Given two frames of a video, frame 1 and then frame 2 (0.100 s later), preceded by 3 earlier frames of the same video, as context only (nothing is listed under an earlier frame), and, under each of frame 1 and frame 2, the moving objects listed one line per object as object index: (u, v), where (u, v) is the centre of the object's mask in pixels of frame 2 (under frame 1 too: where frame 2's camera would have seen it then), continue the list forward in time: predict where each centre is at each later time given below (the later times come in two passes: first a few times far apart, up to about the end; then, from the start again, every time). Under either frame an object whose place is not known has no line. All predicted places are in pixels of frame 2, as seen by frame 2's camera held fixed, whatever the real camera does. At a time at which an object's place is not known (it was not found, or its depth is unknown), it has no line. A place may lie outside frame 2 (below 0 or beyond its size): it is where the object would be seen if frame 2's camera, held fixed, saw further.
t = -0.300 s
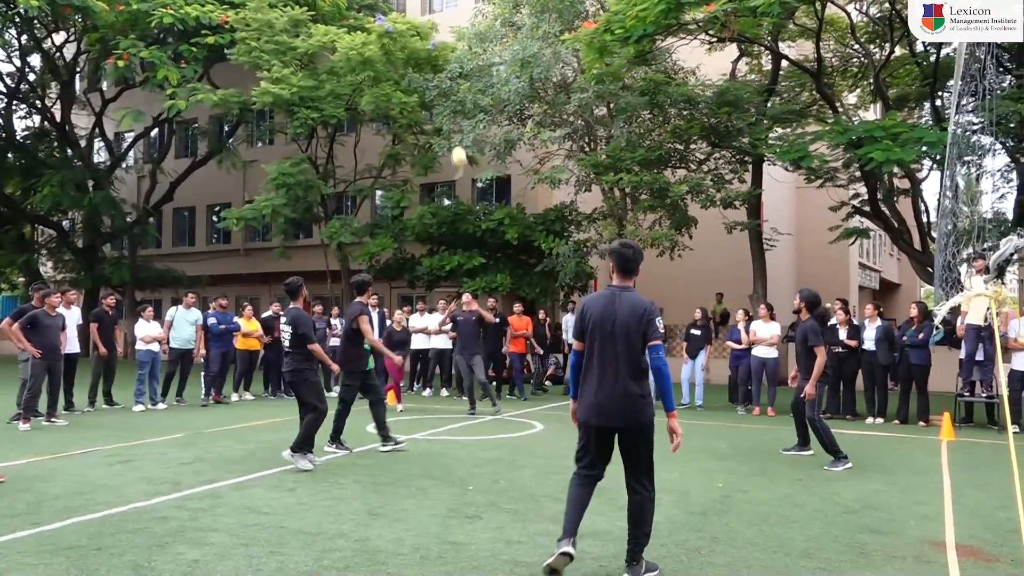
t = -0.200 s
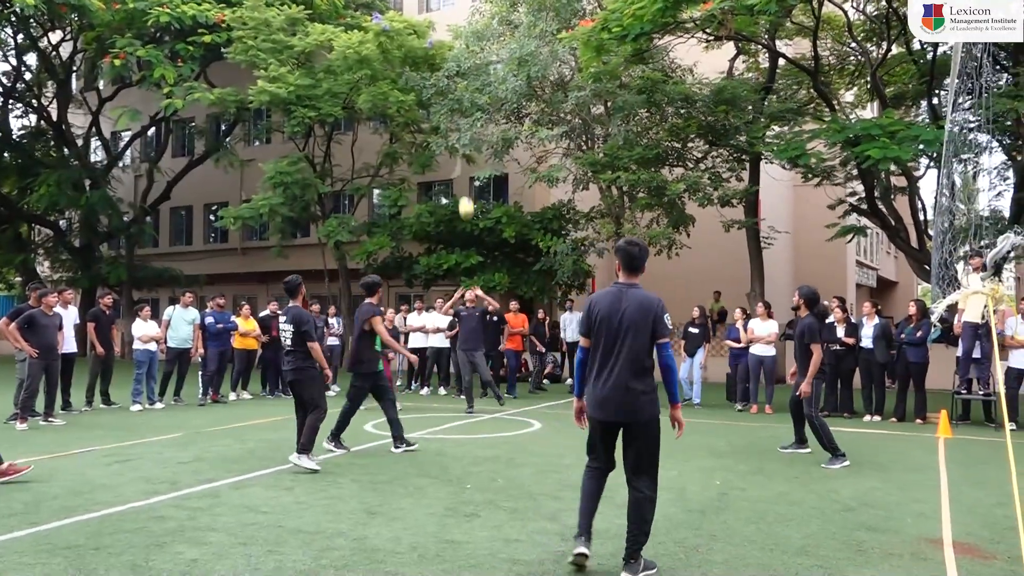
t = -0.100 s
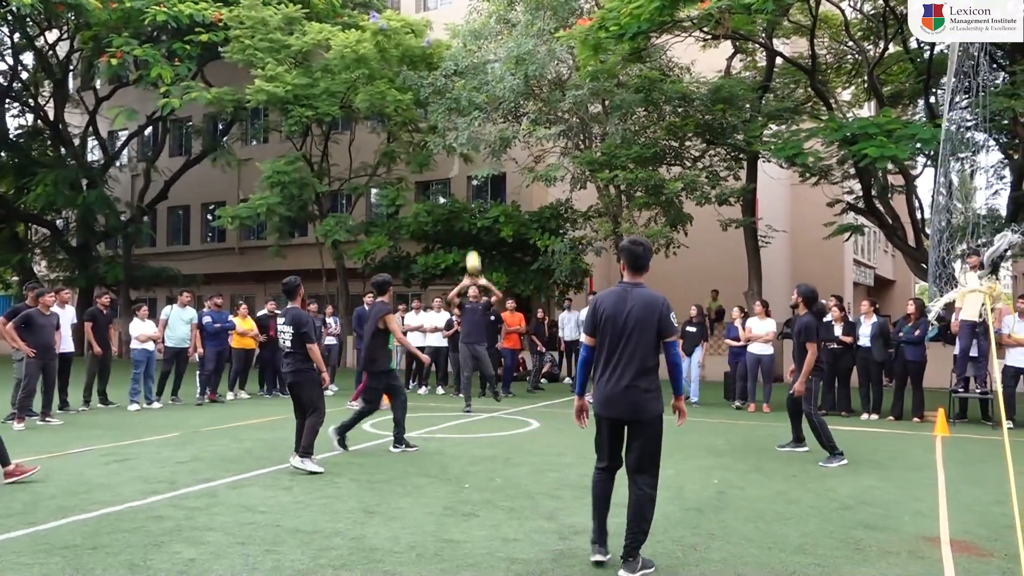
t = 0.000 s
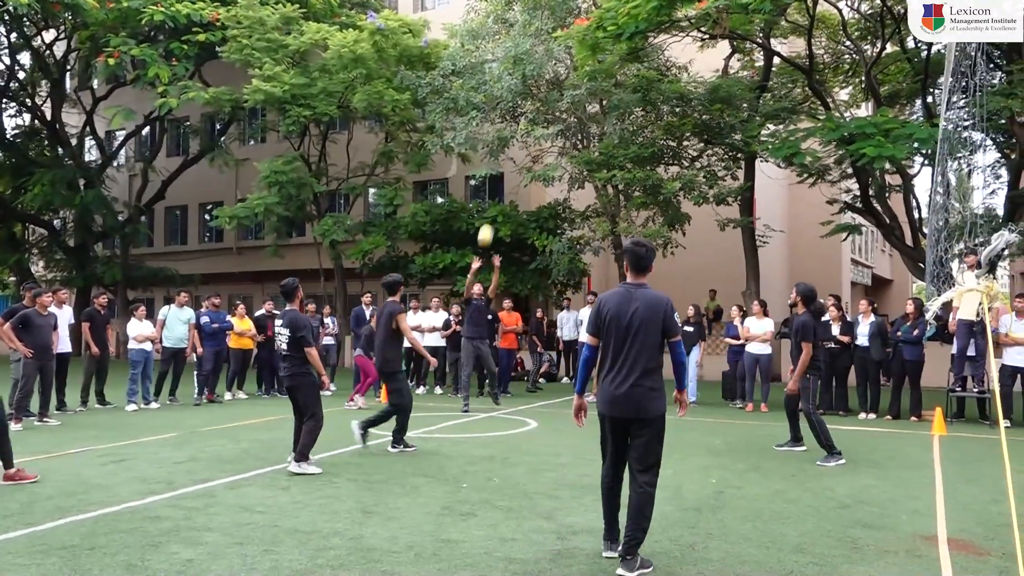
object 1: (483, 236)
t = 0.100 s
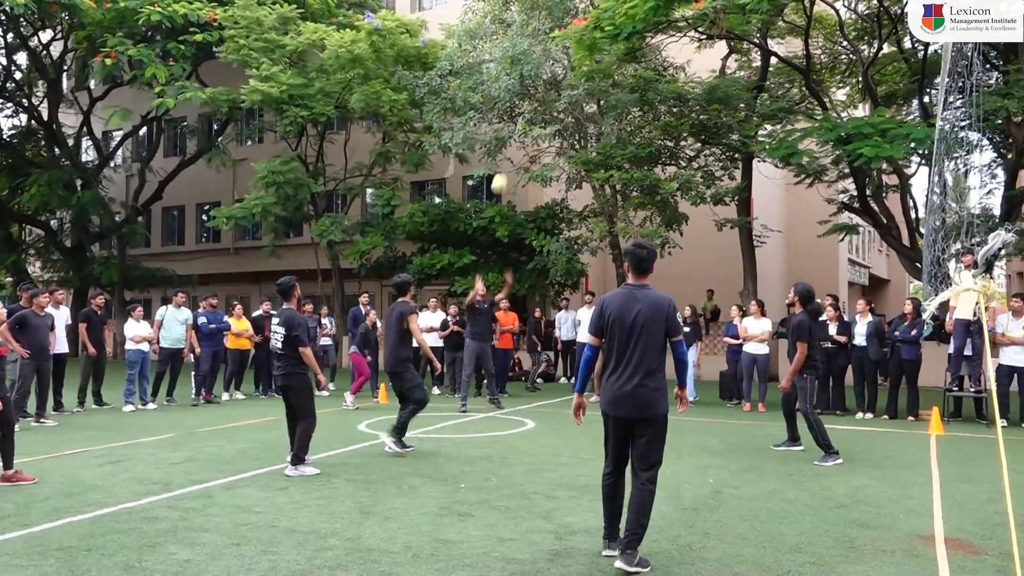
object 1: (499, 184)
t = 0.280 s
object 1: (527, 105)
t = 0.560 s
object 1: (570, 29)
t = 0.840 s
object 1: (613, 7)
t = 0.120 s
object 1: (503, 173)
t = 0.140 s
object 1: (505, 163)
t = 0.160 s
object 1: (508, 154)
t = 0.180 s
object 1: (512, 145)
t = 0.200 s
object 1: (515, 137)
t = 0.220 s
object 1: (518, 128)
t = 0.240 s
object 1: (522, 120)
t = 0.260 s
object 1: (525, 112)
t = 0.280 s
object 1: (527, 105)
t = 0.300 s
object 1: (531, 98)
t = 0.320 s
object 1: (534, 92)
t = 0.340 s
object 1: (537, 85)
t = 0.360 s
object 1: (540, 79)
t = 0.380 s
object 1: (543, 73)
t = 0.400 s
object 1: (546, 67)
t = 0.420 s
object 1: (549, 61)
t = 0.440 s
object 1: (552, 56)
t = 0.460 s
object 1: (555, 51)
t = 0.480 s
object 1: (558, 47)
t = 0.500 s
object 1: (561, 41)
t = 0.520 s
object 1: (564, 37)
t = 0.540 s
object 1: (567, 33)
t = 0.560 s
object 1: (570, 29)
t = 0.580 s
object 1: (573, 26)
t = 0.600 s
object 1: (576, 23)
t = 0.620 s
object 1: (579, 20)
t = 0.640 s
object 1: (582, 18)
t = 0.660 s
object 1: (585, 15)
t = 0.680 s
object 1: (588, 13)
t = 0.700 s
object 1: (591, 12)
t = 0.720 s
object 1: (594, 11)
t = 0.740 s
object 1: (597, 9)
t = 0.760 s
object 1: (600, 9)
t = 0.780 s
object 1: (603, 8)
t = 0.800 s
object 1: (606, 7)
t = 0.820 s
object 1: (609, 7)
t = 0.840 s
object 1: (613, 7)
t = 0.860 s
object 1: (616, 8)
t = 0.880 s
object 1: (619, 9)
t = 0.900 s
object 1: (622, 9)
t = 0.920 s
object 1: (624, 11)
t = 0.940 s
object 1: (628, 13)
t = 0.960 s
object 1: (631, 14)
